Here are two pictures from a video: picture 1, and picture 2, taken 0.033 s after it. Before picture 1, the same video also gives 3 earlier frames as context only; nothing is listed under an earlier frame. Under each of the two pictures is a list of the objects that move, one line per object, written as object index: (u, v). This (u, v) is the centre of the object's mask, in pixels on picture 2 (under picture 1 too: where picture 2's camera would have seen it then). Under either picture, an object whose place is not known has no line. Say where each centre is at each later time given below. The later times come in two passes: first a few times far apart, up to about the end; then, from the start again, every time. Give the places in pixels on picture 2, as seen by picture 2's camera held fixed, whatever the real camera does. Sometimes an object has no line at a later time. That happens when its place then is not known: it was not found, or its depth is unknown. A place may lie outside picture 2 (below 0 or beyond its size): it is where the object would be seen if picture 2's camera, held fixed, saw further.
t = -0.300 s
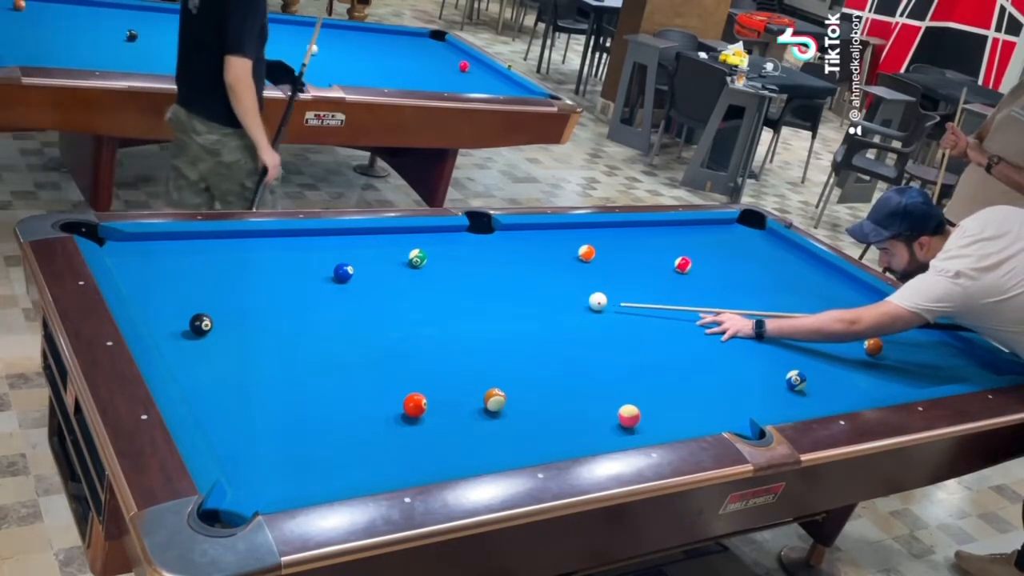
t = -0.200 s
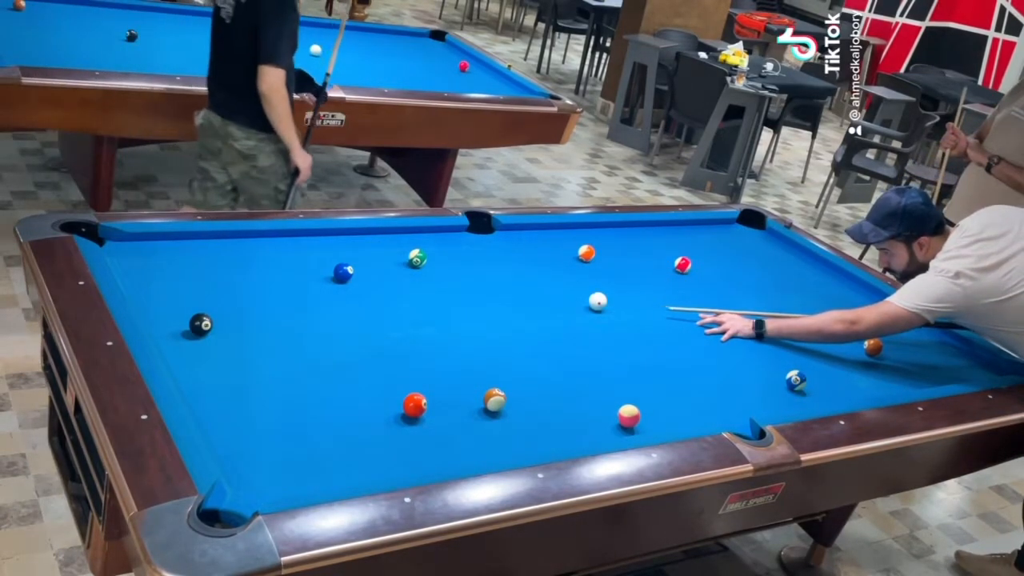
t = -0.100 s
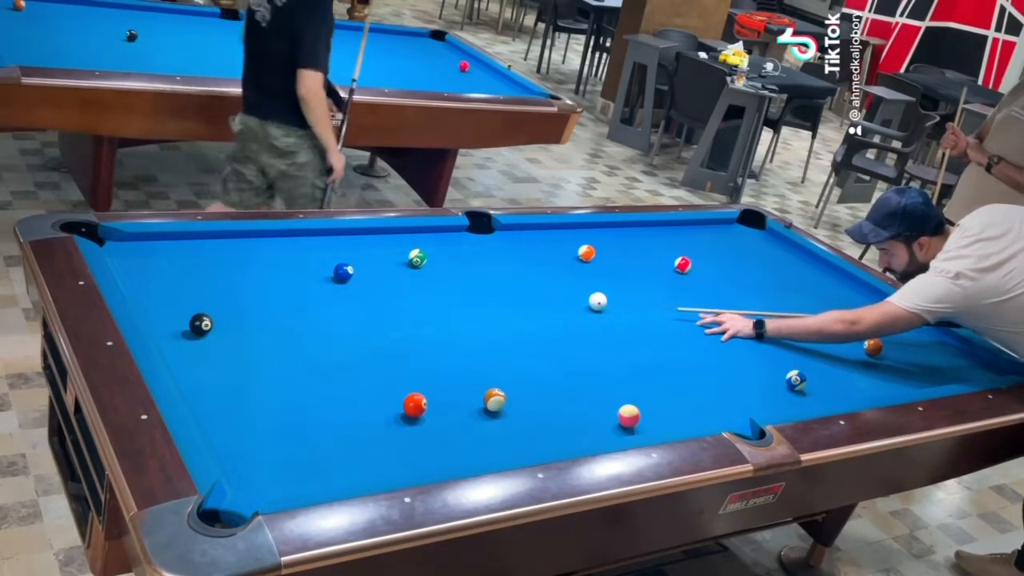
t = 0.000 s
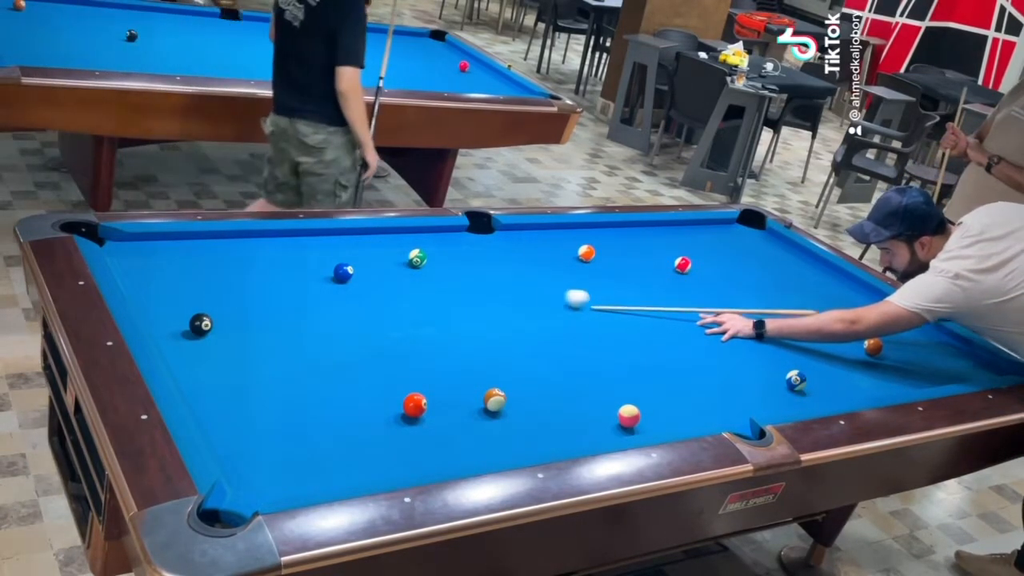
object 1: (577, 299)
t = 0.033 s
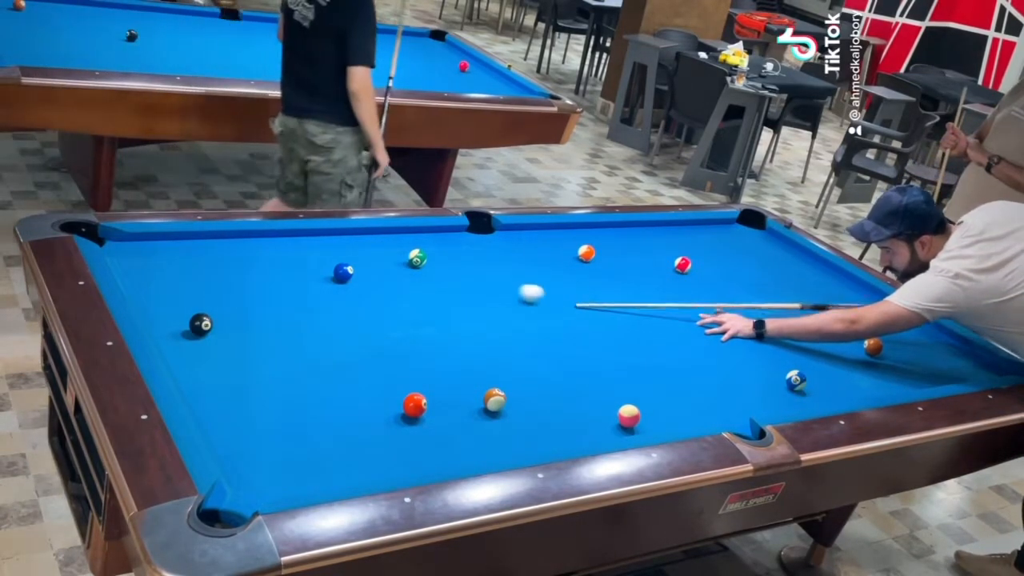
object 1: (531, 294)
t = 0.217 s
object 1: (363, 276)
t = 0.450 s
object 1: (390, 281)
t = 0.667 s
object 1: (425, 287)
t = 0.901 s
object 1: (461, 294)
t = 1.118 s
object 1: (493, 299)
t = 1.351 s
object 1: (525, 305)
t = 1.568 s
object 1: (554, 309)
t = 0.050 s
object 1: (508, 291)
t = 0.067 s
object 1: (485, 289)
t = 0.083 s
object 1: (463, 286)
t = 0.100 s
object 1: (440, 284)
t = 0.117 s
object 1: (417, 281)
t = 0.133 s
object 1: (394, 278)
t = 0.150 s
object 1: (371, 276)
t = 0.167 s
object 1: (362, 275)
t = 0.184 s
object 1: (362, 276)
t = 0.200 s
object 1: (362, 276)
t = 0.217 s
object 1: (363, 276)
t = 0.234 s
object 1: (363, 276)
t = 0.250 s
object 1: (364, 277)
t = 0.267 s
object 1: (365, 277)
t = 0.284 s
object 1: (366, 277)
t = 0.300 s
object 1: (368, 278)
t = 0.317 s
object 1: (370, 278)
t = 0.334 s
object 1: (372, 278)
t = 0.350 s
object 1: (374, 279)
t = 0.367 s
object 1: (377, 279)
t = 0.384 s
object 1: (379, 280)
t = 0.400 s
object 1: (382, 280)
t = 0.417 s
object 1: (384, 281)
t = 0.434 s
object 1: (387, 281)
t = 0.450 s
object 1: (390, 281)
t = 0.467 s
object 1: (393, 282)
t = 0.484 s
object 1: (396, 282)
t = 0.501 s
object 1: (398, 283)
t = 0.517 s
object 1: (401, 283)
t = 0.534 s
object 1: (404, 284)
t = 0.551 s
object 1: (407, 284)
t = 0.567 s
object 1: (409, 285)
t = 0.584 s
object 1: (412, 285)
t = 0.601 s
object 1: (415, 286)
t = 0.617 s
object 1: (417, 286)
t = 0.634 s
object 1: (420, 286)
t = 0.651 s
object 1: (423, 287)
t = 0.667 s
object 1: (425, 287)
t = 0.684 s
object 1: (428, 288)
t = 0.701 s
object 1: (431, 288)
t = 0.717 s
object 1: (433, 289)
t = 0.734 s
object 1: (436, 289)
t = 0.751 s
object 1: (438, 289)
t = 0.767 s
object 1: (441, 290)
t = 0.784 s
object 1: (444, 290)
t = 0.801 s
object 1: (446, 291)
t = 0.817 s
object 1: (448, 291)
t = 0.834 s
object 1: (451, 292)
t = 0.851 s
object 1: (454, 292)
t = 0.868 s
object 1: (456, 293)
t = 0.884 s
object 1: (459, 293)
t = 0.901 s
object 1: (461, 294)
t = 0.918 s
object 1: (464, 294)
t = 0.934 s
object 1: (466, 294)
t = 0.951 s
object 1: (469, 295)
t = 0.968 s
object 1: (471, 295)
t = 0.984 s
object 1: (474, 296)
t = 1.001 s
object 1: (476, 296)
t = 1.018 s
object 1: (478, 297)
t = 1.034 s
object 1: (481, 297)
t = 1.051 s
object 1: (483, 297)
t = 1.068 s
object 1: (486, 298)
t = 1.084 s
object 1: (488, 298)
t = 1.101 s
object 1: (490, 299)
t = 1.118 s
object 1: (493, 299)
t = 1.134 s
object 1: (495, 299)
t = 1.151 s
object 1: (498, 300)
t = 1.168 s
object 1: (500, 300)
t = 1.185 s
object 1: (503, 301)
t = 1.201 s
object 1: (505, 301)
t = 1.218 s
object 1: (507, 301)
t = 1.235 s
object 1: (509, 302)
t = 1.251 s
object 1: (512, 302)
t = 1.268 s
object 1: (514, 303)
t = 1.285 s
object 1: (516, 303)
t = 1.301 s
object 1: (519, 303)
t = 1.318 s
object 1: (521, 304)
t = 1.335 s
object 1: (523, 304)
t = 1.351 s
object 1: (525, 305)
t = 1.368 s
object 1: (528, 305)
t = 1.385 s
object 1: (530, 305)
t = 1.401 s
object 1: (532, 306)
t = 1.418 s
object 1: (534, 306)
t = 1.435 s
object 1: (536, 306)
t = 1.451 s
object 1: (539, 307)
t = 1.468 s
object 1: (541, 307)
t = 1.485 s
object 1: (543, 308)
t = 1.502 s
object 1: (545, 308)
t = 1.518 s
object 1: (548, 308)
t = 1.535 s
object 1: (550, 309)
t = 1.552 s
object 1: (552, 309)
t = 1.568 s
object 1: (554, 309)
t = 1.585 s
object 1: (556, 310)
